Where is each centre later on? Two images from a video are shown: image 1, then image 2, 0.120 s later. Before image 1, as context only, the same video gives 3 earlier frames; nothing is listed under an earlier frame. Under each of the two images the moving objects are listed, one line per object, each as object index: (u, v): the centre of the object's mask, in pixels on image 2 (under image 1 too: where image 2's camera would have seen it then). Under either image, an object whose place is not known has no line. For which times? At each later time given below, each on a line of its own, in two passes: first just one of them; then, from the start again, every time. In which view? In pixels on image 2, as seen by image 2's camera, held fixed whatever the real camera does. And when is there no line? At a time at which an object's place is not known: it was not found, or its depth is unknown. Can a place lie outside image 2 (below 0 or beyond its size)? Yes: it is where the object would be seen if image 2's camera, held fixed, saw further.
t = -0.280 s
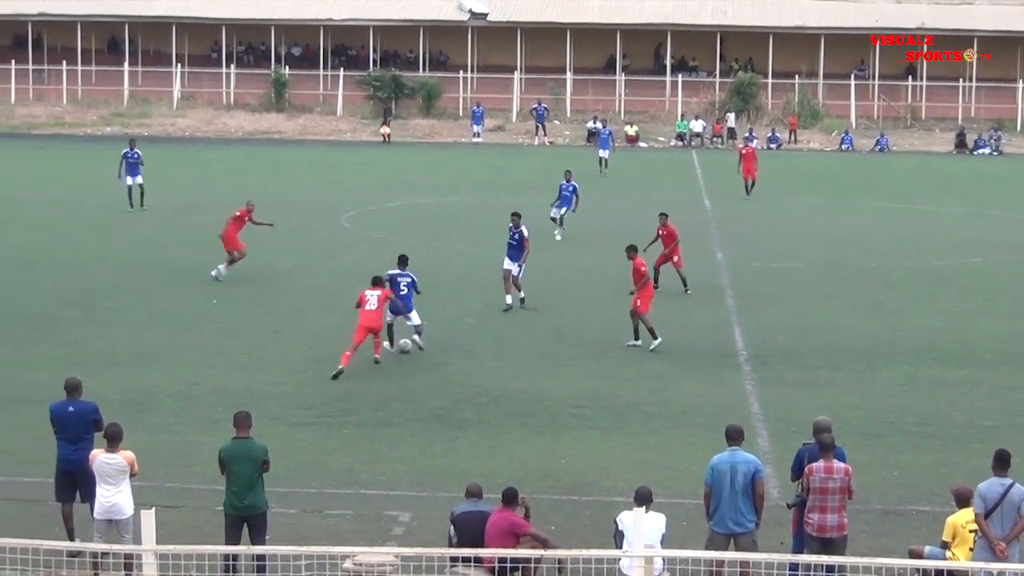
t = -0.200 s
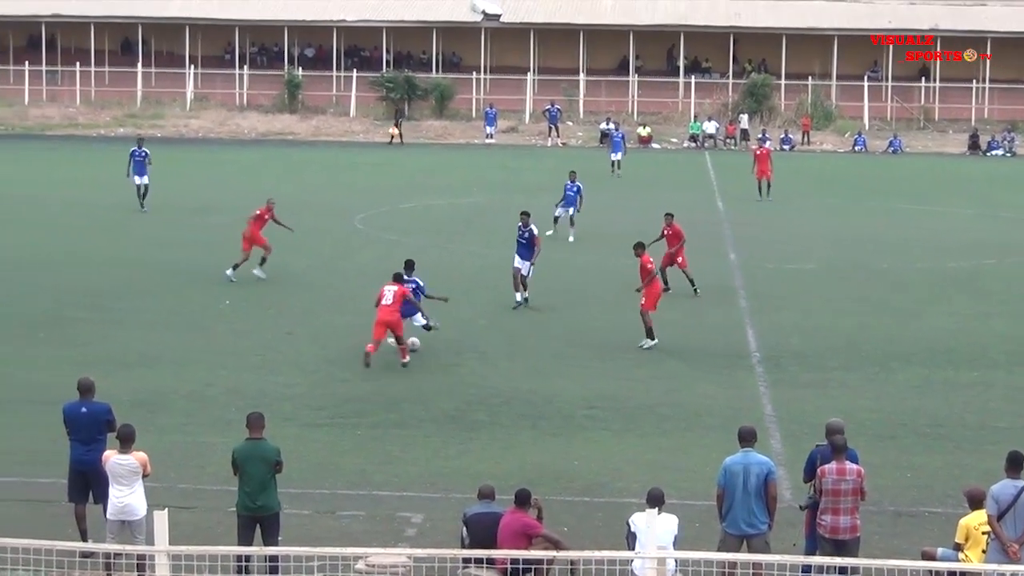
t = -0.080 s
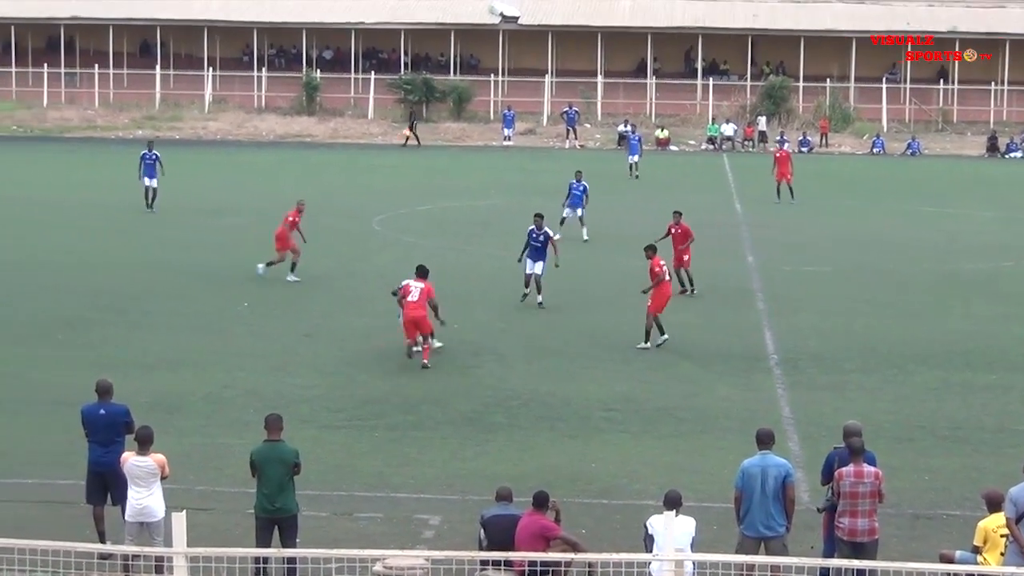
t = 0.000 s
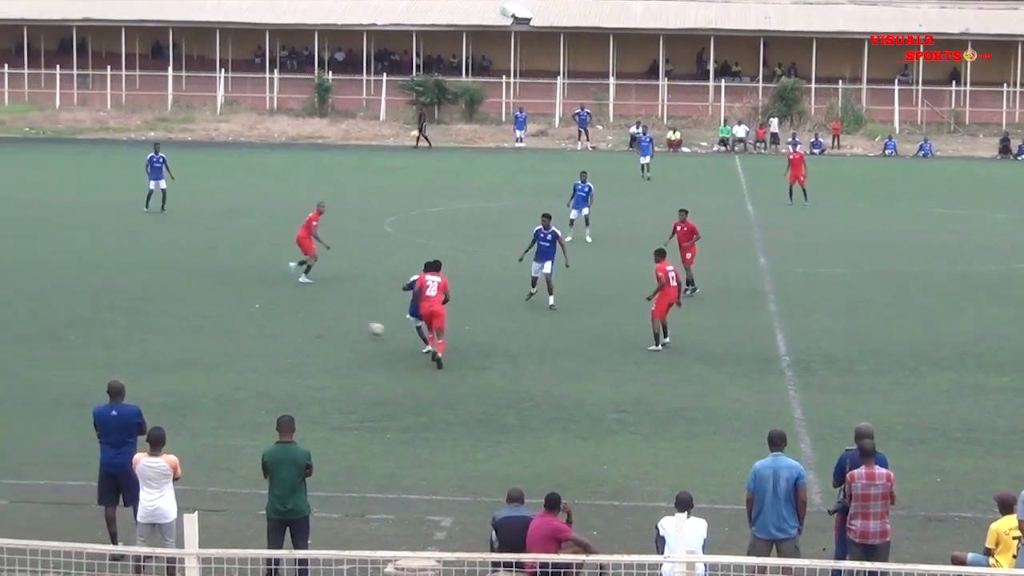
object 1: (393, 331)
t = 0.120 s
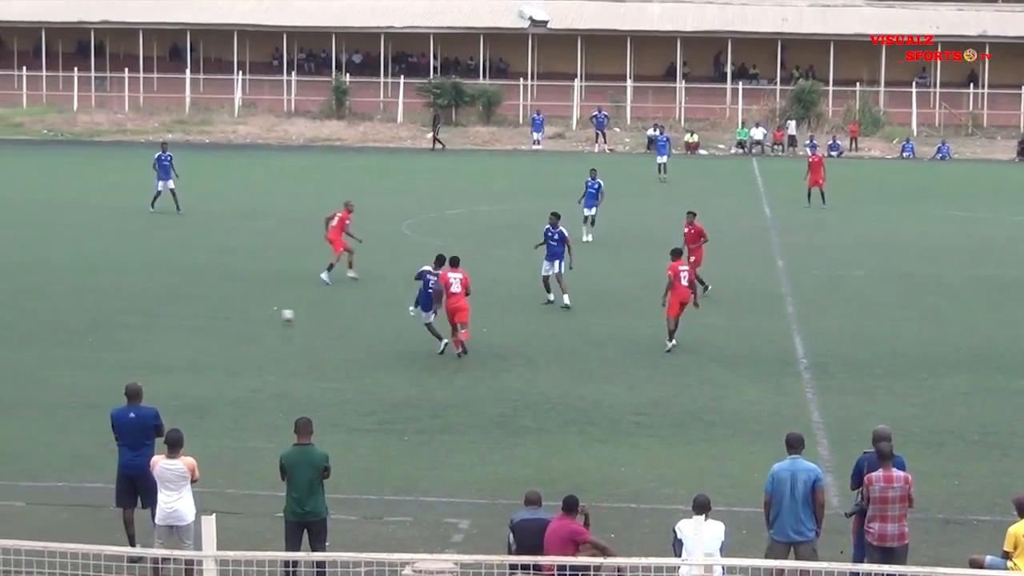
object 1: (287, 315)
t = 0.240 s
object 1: (195, 298)
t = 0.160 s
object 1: (254, 314)
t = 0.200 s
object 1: (224, 306)
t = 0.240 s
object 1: (195, 298)
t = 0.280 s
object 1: (168, 293)
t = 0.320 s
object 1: (141, 289)
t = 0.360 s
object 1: (114, 286)
